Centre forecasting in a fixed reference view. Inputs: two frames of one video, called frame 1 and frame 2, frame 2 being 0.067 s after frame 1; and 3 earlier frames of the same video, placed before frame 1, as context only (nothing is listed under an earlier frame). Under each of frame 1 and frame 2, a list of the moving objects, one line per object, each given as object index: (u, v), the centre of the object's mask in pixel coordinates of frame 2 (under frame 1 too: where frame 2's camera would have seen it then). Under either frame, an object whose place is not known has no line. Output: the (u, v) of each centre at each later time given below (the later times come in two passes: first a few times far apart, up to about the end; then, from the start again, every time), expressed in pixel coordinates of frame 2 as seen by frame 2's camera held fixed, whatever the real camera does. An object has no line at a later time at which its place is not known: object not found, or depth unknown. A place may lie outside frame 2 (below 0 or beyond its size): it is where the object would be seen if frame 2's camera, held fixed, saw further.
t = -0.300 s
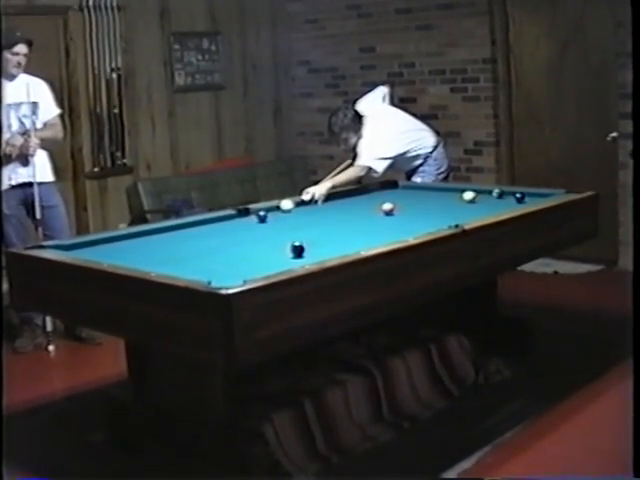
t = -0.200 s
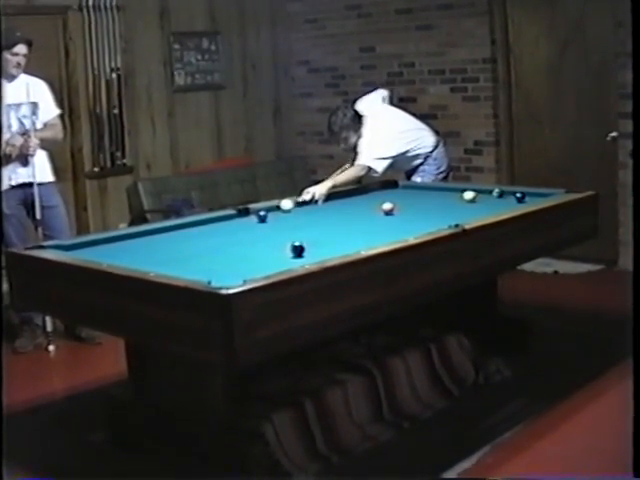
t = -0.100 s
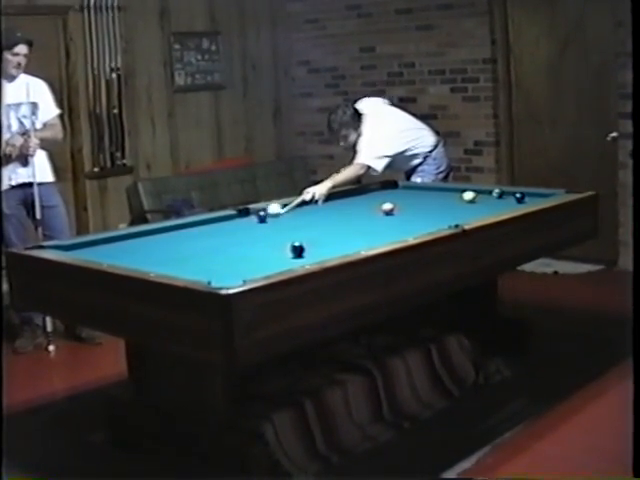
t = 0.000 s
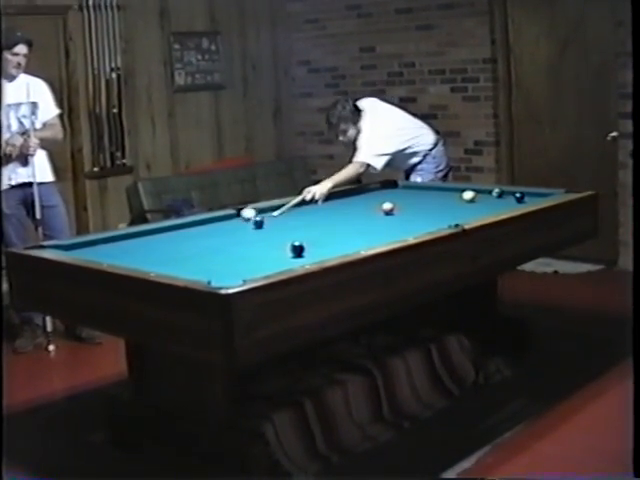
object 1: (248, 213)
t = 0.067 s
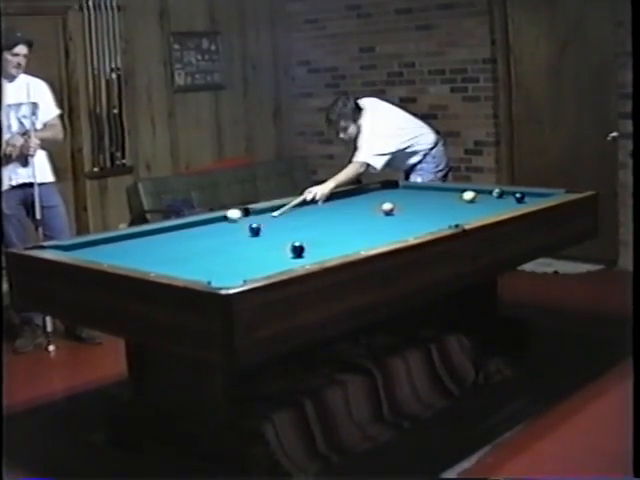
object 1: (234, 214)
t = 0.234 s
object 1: (235, 215)
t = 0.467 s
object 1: (250, 216)
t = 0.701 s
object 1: (263, 217)
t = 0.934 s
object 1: (276, 217)
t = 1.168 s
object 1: (288, 217)
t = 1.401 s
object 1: (300, 217)
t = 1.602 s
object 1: (309, 218)
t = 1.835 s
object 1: (319, 218)
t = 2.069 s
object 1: (330, 218)
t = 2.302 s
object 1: (338, 218)
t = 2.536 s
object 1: (346, 219)
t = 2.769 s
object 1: (352, 219)
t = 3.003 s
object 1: (358, 219)
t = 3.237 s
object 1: (362, 219)
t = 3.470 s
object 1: (365, 219)
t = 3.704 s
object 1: (368, 219)
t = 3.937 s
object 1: (369, 219)
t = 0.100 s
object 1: (228, 214)
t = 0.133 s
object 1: (230, 214)
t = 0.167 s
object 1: (231, 215)
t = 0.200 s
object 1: (233, 215)
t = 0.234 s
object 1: (235, 215)
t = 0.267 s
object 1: (237, 216)
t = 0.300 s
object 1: (238, 216)
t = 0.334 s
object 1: (241, 216)
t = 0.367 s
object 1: (243, 216)
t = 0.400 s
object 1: (245, 216)
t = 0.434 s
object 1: (247, 216)
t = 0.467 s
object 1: (250, 216)
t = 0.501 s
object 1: (251, 216)
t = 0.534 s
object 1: (254, 217)
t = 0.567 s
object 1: (255, 217)
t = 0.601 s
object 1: (257, 217)
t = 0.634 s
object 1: (258, 217)
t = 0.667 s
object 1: (261, 217)
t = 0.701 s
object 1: (263, 217)
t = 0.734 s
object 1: (265, 217)
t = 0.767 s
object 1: (267, 217)
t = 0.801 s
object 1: (268, 217)
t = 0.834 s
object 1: (270, 217)
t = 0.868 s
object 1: (273, 217)
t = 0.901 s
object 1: (274, 217)
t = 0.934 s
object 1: (276, 217)
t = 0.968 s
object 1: (277, 217)
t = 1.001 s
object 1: (280, 217)
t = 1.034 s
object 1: (281, 217)
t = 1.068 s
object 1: (283, 217)
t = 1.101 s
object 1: (285, 217)
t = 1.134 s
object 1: (286, 217)
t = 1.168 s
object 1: (288, 217)
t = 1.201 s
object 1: (290, 217)
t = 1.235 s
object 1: (292, 217)
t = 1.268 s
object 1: (294, 218)
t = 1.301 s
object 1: (295, 217)
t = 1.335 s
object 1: (297, 217)
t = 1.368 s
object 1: (299, 217)
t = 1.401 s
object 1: (300, 217)
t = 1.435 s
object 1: (302, 218)
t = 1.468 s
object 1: (304, 217)
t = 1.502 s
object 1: (304, 218)
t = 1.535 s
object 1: (307, 218)
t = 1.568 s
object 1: (308, 218)
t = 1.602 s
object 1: (309, 218)
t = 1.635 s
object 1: (311, 218)
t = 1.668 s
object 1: (313, 218)
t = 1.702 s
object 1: (314, 218)
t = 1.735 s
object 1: (316, 218)
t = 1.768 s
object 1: (317, 218)
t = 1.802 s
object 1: (318, 218)
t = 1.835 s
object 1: (319, 218)
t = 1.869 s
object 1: (321, 218)
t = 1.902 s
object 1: (322, 218)
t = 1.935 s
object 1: (324, 218)
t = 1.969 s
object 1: (325, 218)
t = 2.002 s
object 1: (327, 218)
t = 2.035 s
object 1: (328, 218)
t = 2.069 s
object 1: (330, 218)
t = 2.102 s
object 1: (331, 218)
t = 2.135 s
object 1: (332, 218)
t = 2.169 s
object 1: (333, 218)
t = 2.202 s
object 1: (335, 218)
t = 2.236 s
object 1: (336, 218)
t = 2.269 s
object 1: (337, 218)
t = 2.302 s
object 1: (338, 218)
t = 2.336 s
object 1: (340, 218)
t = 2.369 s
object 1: (341, 218)
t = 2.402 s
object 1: (342, 218)
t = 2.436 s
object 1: (343, 218)
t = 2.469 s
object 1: (344, 218)
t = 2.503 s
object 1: (344, 218)
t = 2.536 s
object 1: (346, 219)
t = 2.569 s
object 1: (347, 219)
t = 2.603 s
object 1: (348, 218)
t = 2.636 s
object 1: (349, 218)
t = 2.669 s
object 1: (350, 218)
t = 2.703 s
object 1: (350, 218)
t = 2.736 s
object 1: (351, 219)
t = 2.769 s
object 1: (352, 219)
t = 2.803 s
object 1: (353, 219)
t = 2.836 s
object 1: (354, 219)
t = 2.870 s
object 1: (355, 219)
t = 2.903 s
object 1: (356, 219)
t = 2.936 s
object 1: (356, 219)
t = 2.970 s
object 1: (357, 219)
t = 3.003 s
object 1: (358, 219)
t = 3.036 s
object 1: (358, 219)
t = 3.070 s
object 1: (360, 219)
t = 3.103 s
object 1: (360, 219)
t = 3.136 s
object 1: (360, 219)
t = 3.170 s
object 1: (360, 219)
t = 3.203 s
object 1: (361, 219)
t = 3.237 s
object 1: (362, 219)
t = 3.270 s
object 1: (362, 219)
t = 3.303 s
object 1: (363, 219)
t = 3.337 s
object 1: (363, 219)
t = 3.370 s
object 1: (364, 219)
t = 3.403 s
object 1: (364, 219)
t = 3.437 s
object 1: (365, 219)
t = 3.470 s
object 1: (365, 219)
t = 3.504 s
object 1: (365, 219)
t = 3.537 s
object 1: (366, 219)
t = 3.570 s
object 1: (366, 219)
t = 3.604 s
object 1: (366, 219)
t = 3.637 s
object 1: (366, 219)
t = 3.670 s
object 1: (367, 219)
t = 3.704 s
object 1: (368, 219)
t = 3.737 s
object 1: (368, 219)
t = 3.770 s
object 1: (368, 219)
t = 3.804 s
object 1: (369, 219)
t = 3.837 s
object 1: (368, 219)
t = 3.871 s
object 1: (369, 219)
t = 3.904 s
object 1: (369, 219)
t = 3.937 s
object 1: (369, 219)
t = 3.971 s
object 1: (369, 219)
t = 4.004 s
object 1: (369, 219)
